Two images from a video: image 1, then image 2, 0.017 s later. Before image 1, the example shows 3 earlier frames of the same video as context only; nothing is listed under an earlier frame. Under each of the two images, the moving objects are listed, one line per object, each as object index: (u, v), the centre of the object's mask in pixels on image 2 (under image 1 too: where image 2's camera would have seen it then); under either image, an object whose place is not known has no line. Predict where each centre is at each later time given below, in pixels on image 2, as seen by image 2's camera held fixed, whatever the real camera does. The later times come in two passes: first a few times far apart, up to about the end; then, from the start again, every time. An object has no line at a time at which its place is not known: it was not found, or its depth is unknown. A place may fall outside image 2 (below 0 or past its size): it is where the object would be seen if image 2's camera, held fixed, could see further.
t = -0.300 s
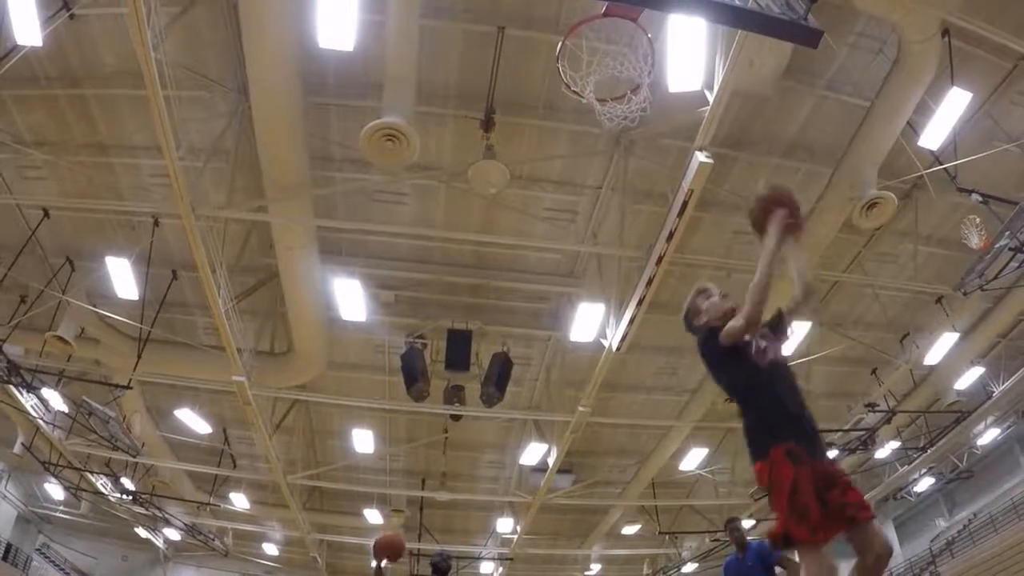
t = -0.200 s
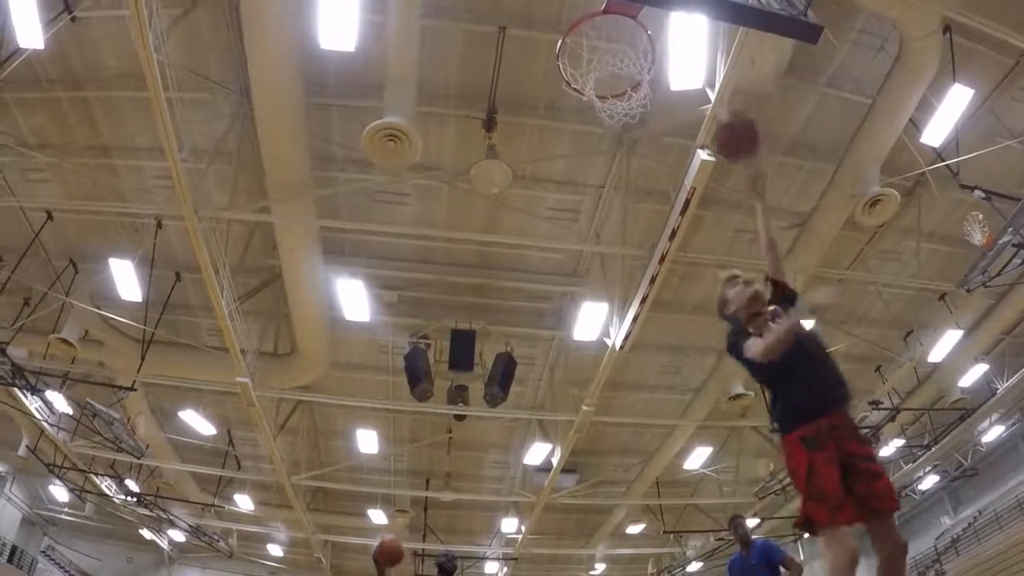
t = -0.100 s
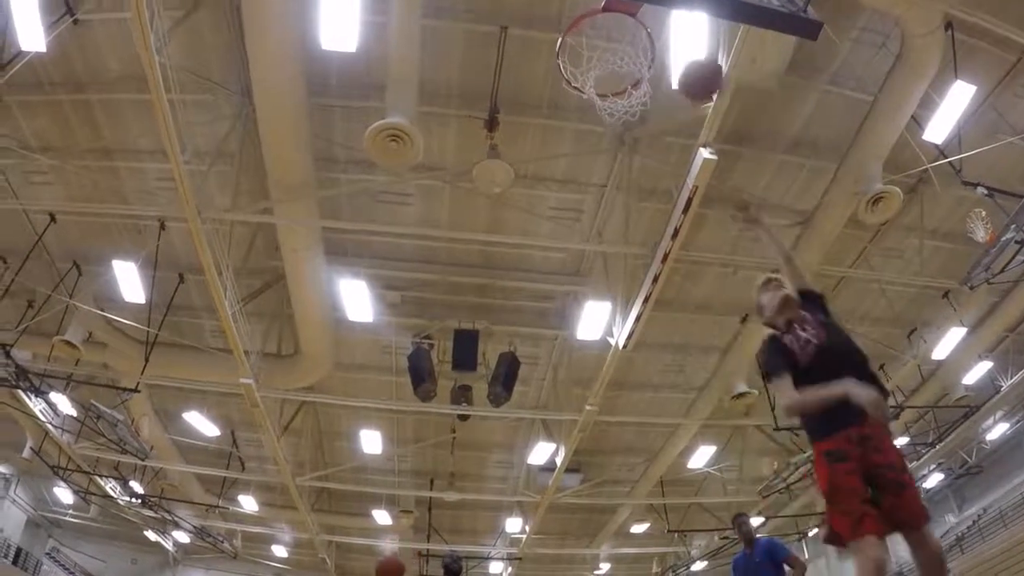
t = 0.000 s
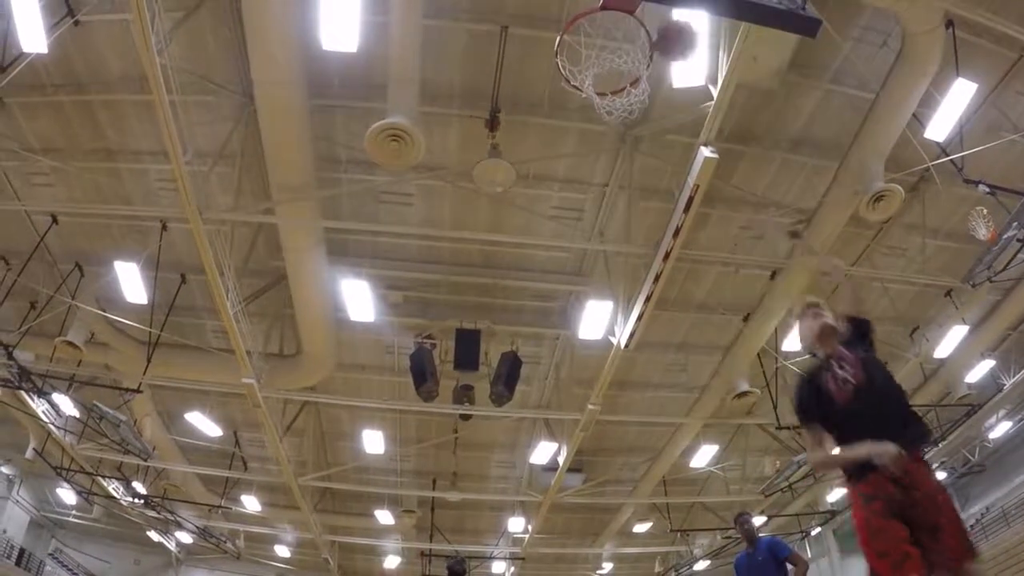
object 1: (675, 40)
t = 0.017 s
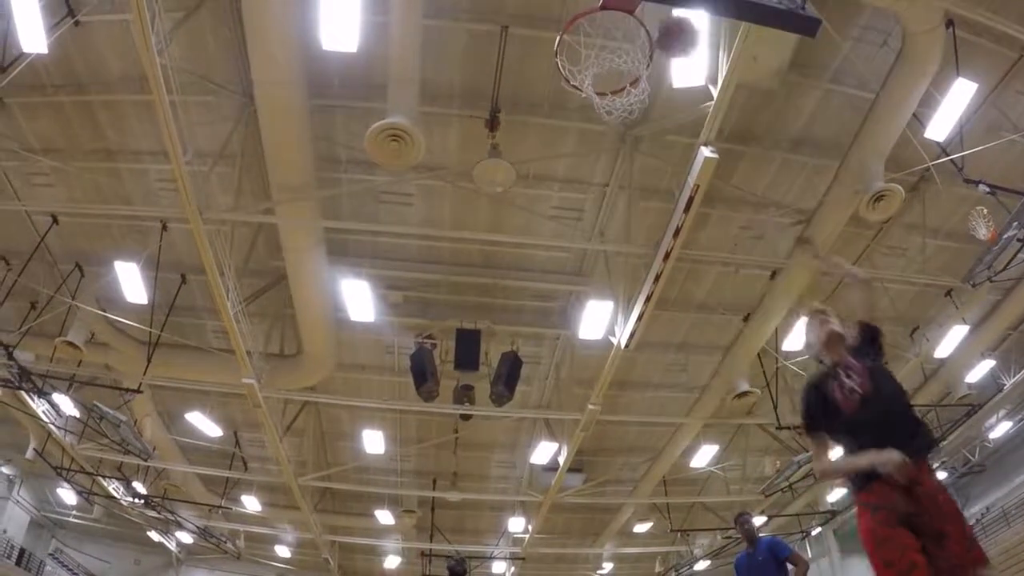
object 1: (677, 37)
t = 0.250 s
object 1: (706, 34)
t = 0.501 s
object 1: (762, 143)
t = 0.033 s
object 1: (678, 34)
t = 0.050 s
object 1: (680, 32)
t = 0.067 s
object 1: (682, 29)
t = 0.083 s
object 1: (684, 28)
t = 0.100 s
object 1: (686, 26)
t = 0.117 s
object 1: (688, 26)
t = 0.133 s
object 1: (690, 25)
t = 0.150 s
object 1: (692, 25)
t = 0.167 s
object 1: (694, 25)
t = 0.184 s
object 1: (697, 24)
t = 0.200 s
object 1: (698, 25)
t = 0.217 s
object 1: (701, 26)
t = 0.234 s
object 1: (703, 30)
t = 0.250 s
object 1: (706, 34)
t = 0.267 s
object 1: (709, 38)
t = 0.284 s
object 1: (711, 42)
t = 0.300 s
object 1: (714, 49)
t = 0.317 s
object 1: (716, 55)
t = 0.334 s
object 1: (719, 60)
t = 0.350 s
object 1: (723, 67)
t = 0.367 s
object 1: (726, 73)
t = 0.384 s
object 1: (730, 80)
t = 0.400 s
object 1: (733, 85)
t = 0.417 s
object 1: (738, 96)
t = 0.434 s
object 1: (743, 102)
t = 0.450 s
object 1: (747, 113)
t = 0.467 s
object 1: (750, 122)
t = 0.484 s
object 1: (756, 133)
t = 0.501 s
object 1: (762, 143)
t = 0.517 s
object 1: (767, 159)
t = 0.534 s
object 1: (774, 171)
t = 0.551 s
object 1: (781, 186)
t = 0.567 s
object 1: (788, 202)
